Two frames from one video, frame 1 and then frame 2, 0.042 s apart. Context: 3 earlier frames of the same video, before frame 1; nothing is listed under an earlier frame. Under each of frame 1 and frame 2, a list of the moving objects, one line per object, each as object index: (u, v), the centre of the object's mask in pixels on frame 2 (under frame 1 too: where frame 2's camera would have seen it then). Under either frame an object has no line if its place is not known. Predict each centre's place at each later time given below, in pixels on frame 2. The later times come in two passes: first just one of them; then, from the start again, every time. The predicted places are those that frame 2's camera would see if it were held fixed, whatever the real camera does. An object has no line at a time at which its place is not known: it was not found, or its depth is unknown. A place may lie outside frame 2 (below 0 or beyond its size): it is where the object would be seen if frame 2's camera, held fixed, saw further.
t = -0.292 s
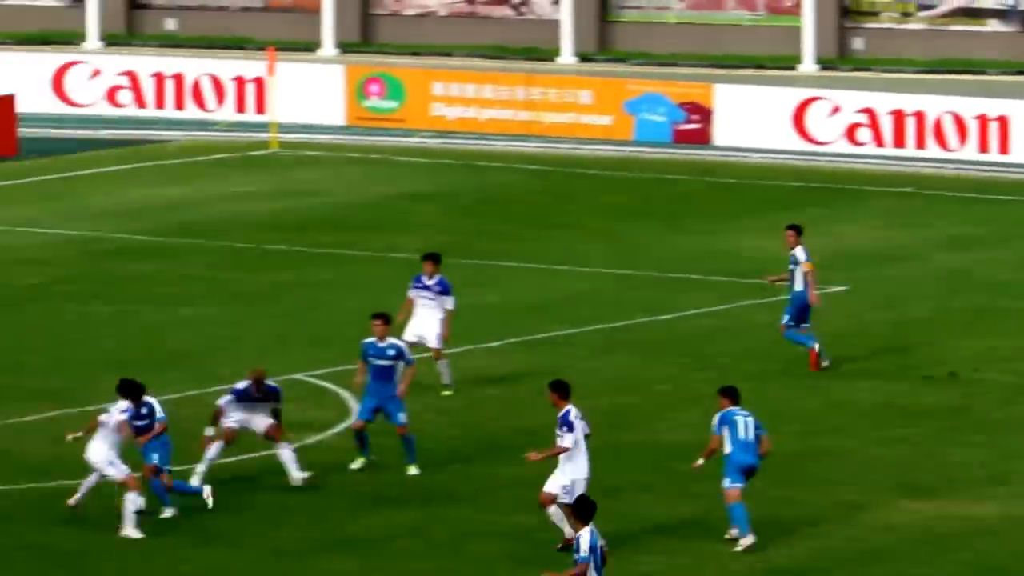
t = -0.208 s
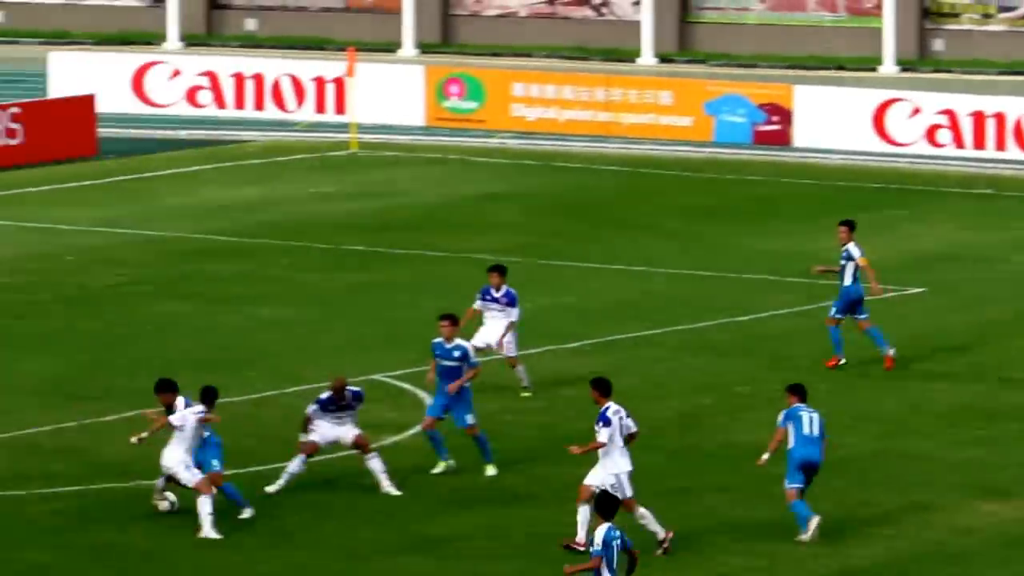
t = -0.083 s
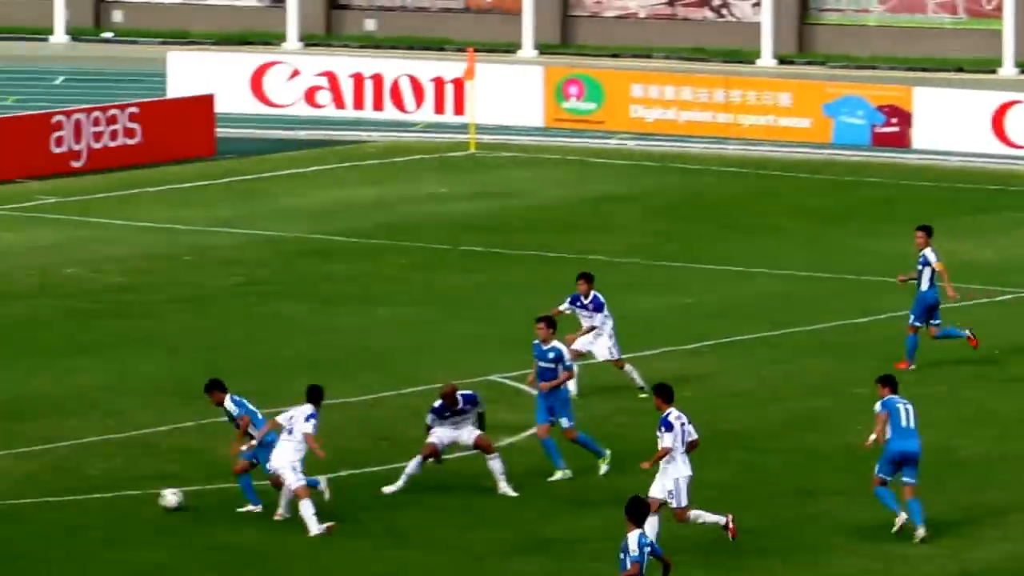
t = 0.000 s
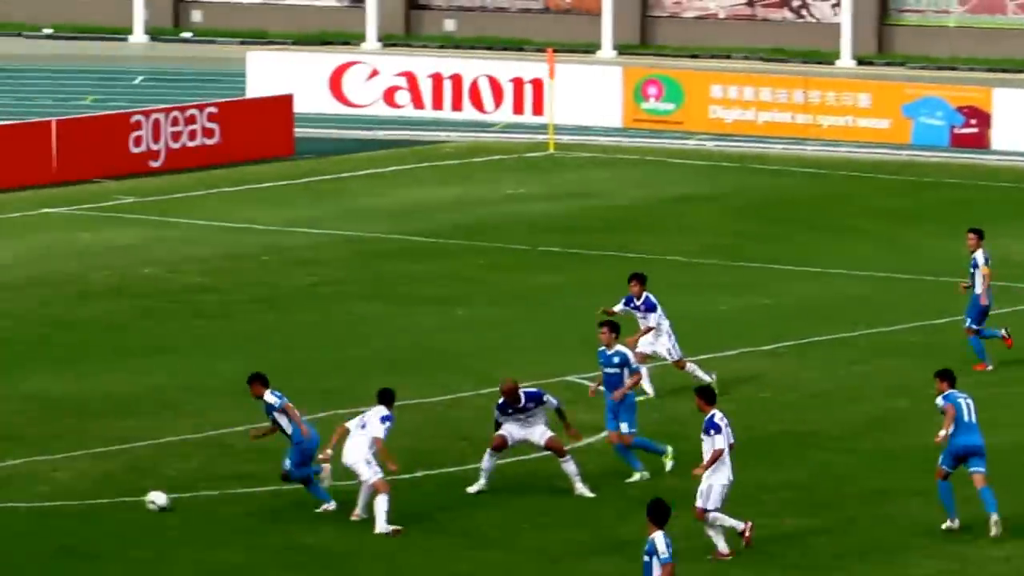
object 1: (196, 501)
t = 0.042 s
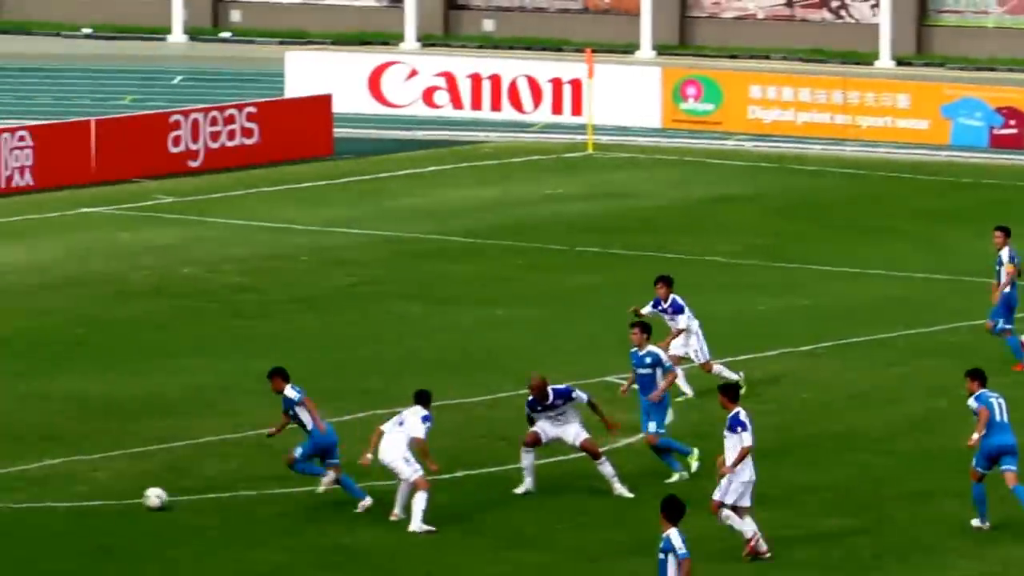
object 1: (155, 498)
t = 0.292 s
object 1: (-77, 492)
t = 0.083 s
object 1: (115, 496)
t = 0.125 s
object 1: (75, 497)
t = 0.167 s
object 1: (34, 498)
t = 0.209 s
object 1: (-3, 496)
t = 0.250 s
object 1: (-40, 493)
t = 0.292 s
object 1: (-77, 492)
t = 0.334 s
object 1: (-113, 493)
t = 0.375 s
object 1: (-149, 495)
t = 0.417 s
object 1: (-183, 493)
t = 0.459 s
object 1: (-213, 490)
